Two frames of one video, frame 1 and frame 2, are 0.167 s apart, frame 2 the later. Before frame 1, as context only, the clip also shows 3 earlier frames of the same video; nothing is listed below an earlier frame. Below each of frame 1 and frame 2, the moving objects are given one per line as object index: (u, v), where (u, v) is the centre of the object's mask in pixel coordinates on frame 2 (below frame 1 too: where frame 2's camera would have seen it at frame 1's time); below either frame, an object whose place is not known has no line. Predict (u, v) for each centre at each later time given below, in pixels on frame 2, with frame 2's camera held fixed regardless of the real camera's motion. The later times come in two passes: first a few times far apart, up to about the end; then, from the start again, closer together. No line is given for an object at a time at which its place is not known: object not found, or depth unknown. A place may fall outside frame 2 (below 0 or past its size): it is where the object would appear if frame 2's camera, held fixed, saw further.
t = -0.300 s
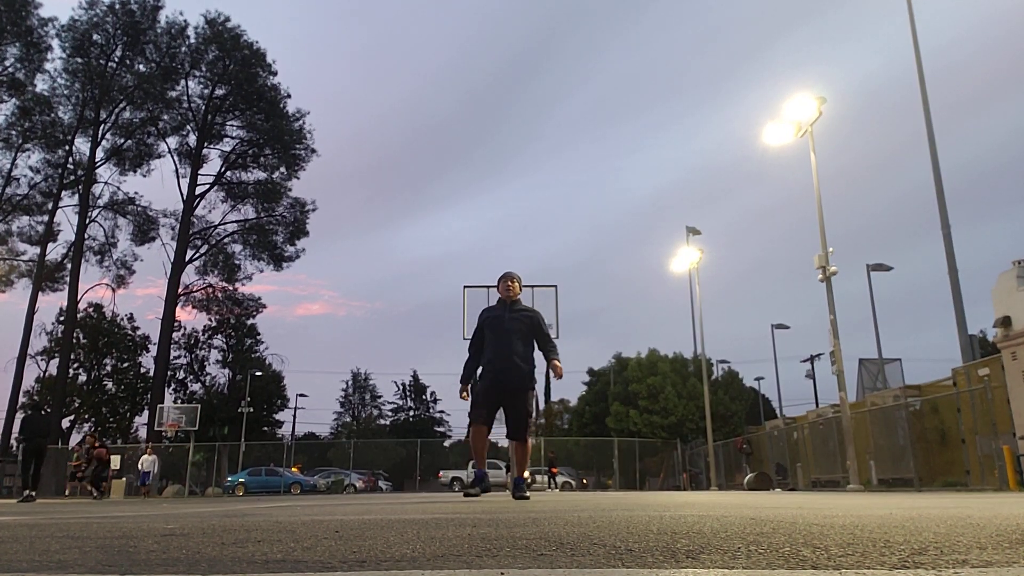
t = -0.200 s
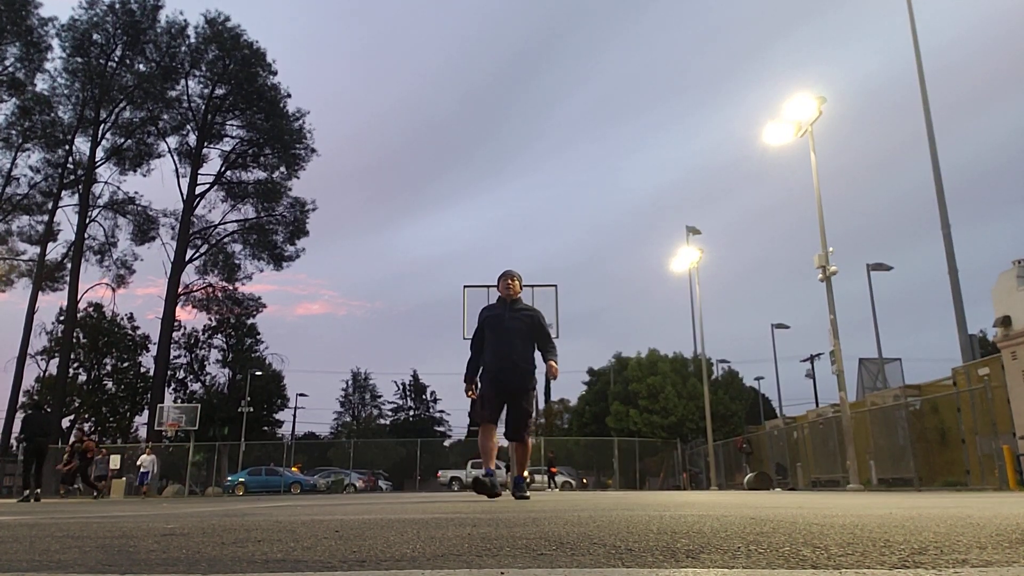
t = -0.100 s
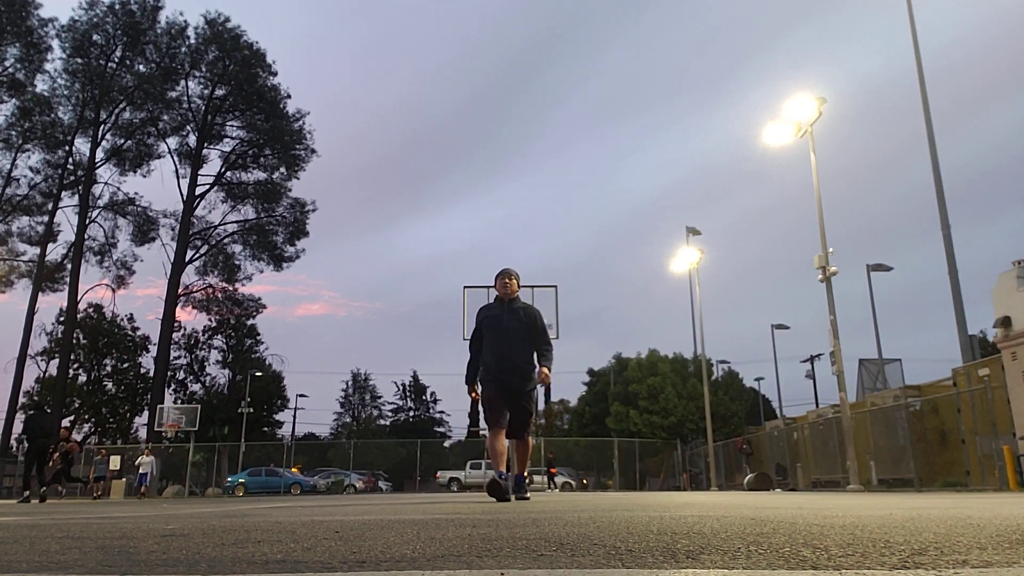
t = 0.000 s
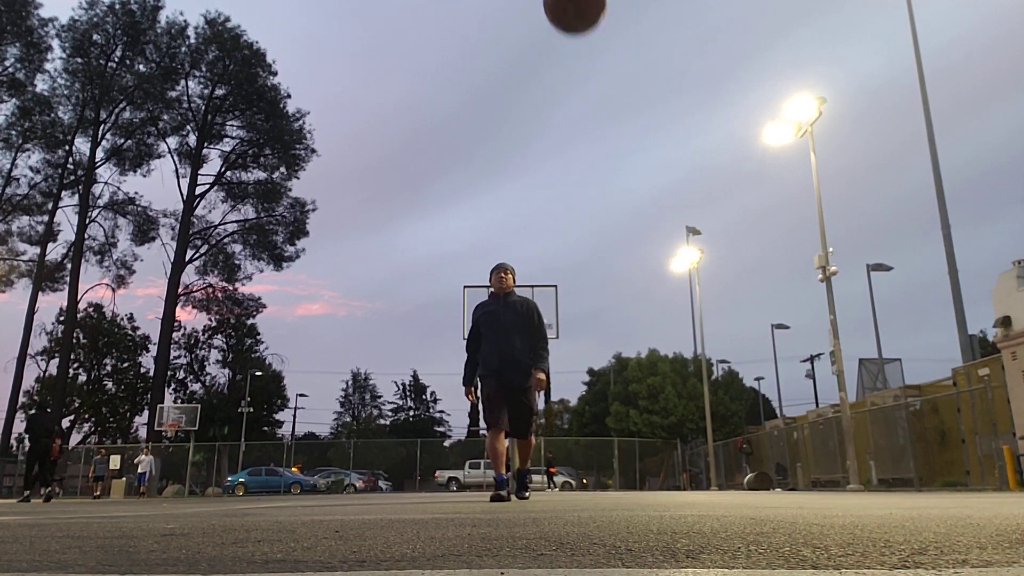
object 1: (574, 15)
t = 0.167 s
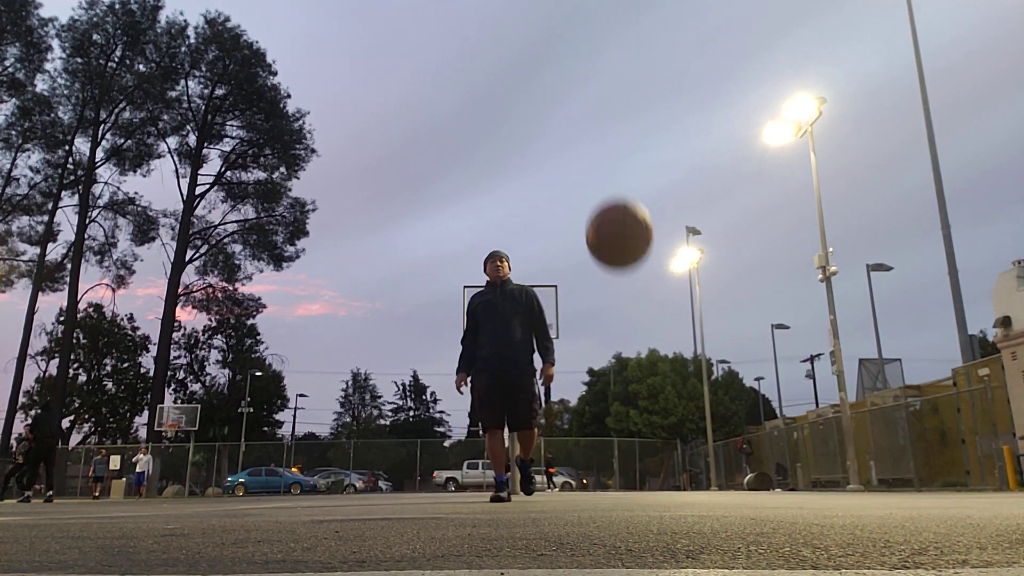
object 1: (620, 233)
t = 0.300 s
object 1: (659, 463)
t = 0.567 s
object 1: (698, 191)
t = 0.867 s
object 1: (751, 112)
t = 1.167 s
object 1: (820, 232)
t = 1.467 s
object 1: (899, 413)
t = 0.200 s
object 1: (629, 292)
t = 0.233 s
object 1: (640, 360)
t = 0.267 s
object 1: (650, 427)
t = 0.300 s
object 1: (659, 463)
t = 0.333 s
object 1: (664, 416)
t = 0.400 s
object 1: (673, 334)
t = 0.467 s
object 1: (683, 266)
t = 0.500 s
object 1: (688, 238)
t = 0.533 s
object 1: (693, 213)
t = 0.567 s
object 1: (698, 191)
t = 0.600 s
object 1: (704, 172)
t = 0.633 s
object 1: (709, 156)
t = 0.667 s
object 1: (715, 142)
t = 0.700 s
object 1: (721, 131)
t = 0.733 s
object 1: (726, 123)
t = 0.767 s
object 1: (733, 117)
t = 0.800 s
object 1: (739, 113)
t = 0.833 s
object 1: (745, 112)
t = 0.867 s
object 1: (751, 112)
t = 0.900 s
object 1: (757, 116)
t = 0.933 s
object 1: (765, 123)
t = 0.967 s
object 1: (771, 131)
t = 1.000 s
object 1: (779, 141)
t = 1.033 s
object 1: (785, 154)
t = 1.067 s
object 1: (793, 171)
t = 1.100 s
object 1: (801, 188)
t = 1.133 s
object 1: (811, 208)
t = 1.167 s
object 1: (820, 232)
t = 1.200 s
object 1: (828, 258)
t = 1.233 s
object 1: (836, 288)
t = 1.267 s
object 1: (849, 319)
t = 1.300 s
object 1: (859, 354)
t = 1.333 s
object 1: (870, 394)
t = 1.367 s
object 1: (886, 437)
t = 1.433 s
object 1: (898, 444)
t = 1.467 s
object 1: (899, 413)
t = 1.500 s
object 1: (899, 387)
